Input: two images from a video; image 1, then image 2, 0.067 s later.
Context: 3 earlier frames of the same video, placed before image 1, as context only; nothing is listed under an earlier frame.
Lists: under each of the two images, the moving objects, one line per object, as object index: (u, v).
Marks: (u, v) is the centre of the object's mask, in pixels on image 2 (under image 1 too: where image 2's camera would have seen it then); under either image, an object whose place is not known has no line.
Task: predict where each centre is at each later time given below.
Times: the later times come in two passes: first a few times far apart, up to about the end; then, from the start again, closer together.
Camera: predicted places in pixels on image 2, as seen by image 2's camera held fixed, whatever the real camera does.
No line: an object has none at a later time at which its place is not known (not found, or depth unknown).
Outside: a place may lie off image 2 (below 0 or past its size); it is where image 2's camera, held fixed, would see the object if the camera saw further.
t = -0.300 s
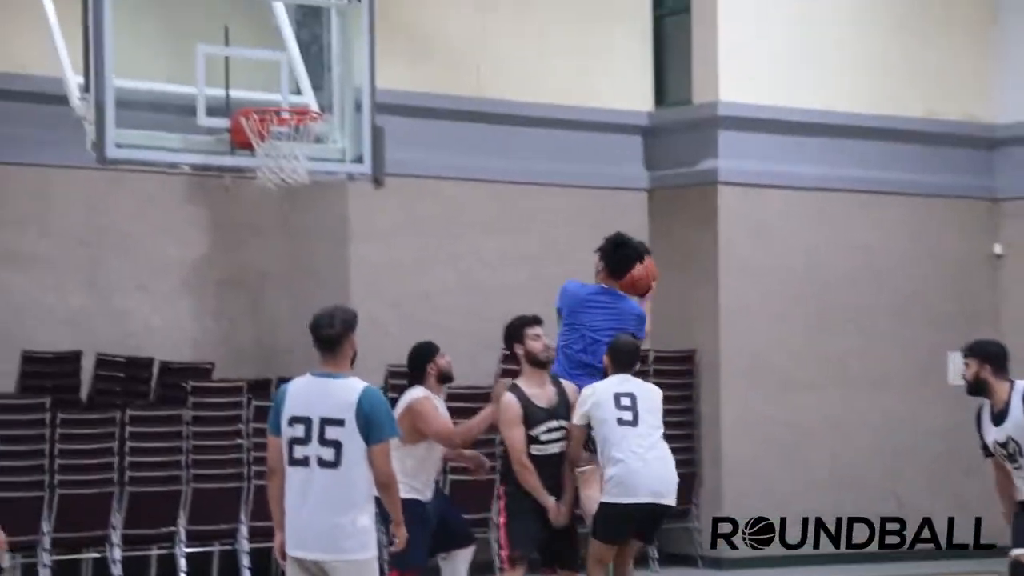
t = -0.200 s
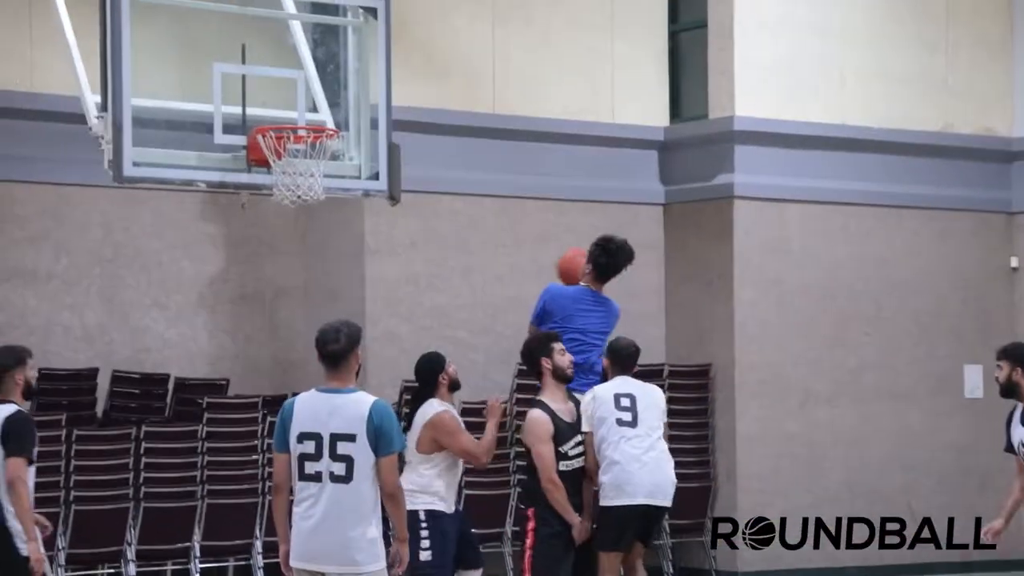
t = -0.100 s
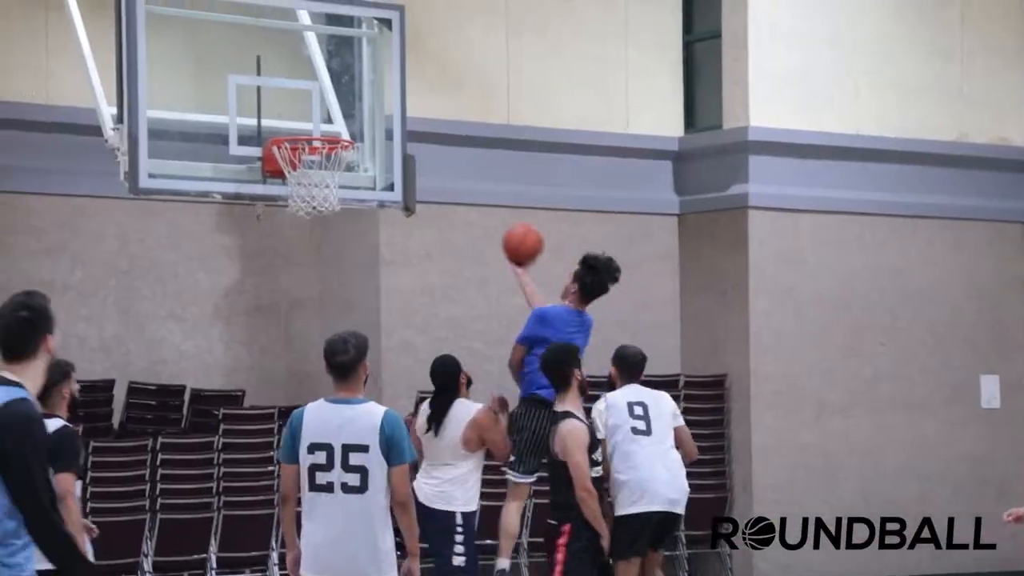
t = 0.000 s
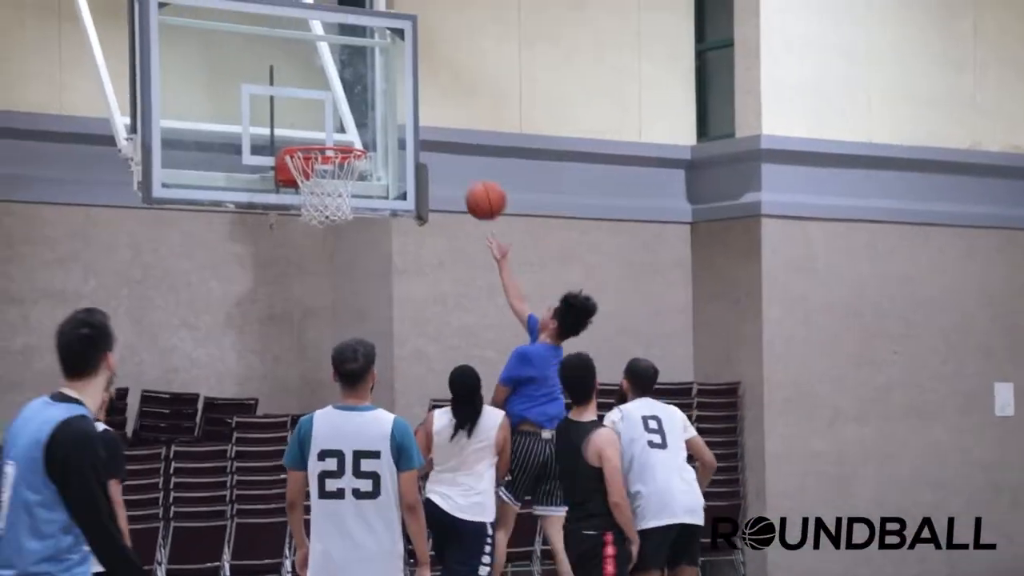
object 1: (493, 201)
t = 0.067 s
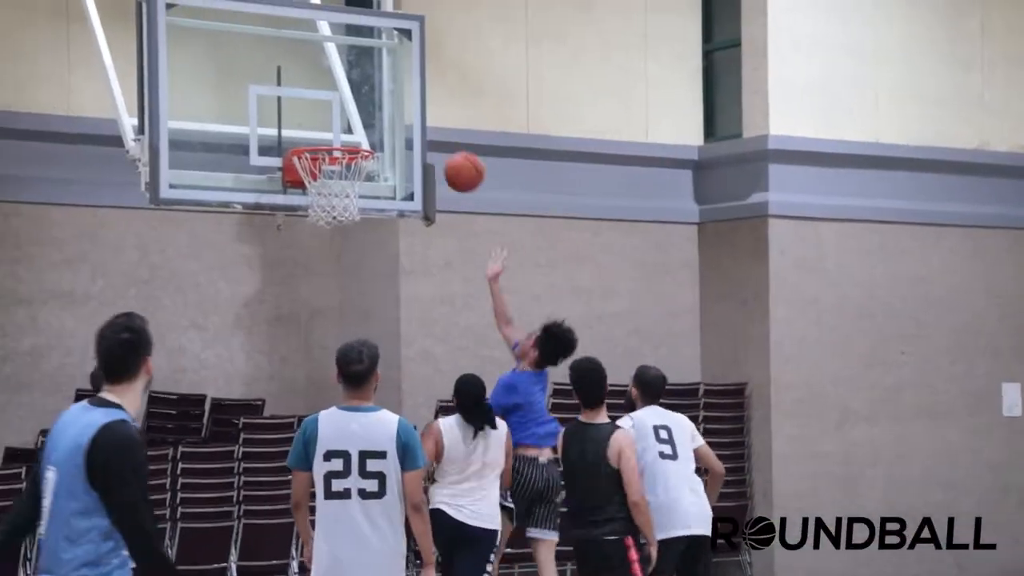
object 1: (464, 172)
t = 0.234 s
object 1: (391, 131)
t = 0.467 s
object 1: (319, 124)
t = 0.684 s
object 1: (324, 128)
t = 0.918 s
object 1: (344, 157)
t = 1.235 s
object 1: (313, 214)
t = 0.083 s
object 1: (457, 165)
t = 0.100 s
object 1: (450, 160)
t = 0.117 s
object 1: (442, 155)
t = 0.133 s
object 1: (435, 150)
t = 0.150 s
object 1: (427, 146)
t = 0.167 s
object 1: (421, 143)
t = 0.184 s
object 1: (413, 139)
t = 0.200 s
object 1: (406, 136)
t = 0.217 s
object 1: (398, 134)
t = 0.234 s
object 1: (391, 131)
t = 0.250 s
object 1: (384, 129)
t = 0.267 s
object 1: (378, 128)
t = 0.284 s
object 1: (370, 128)
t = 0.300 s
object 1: (363, 128)
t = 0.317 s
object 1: (356, 128)
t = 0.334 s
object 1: (348, 128)
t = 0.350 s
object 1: (341, 130)
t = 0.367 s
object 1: (334, 131)
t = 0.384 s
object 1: (327, 131)
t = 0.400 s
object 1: (321, 133)
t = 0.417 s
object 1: (318, 131)
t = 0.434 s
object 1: (319, 129)
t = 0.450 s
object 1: (319, 126)
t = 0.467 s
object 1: (319, 124)
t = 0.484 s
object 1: (320, 121)
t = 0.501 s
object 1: (320, 120)
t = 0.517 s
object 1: (321, 118)
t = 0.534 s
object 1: (321, 117)
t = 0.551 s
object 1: (321, 117)
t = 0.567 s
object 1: (321, 117)
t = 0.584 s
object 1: (322, 117)
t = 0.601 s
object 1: (322, 118)
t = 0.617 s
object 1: (322, 119)
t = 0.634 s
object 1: (323, 120)
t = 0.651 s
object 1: (323, 123)
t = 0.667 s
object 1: (324, 126)
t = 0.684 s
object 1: (324, 128)
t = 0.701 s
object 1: (324, 130)
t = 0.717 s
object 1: (324, 133)
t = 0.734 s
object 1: (326, 133)
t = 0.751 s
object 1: (328, 133)
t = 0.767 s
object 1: (329, 133)
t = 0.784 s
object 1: (331, 133)
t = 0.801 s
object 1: (333, 134)
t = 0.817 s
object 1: (335, 134)
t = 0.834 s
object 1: (337, 136)
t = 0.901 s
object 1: (344, 155)
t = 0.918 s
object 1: (344, 157)
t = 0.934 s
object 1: (343, 159)
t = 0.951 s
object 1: (340, 162)
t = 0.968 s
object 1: (337, 163)
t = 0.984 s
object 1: (330, 167)
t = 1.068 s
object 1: (313, 188)
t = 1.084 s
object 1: (311, 192)
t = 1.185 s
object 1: (307, 202)
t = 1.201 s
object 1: (309, 206)
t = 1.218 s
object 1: (312, 213)
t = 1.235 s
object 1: (313, 214)
